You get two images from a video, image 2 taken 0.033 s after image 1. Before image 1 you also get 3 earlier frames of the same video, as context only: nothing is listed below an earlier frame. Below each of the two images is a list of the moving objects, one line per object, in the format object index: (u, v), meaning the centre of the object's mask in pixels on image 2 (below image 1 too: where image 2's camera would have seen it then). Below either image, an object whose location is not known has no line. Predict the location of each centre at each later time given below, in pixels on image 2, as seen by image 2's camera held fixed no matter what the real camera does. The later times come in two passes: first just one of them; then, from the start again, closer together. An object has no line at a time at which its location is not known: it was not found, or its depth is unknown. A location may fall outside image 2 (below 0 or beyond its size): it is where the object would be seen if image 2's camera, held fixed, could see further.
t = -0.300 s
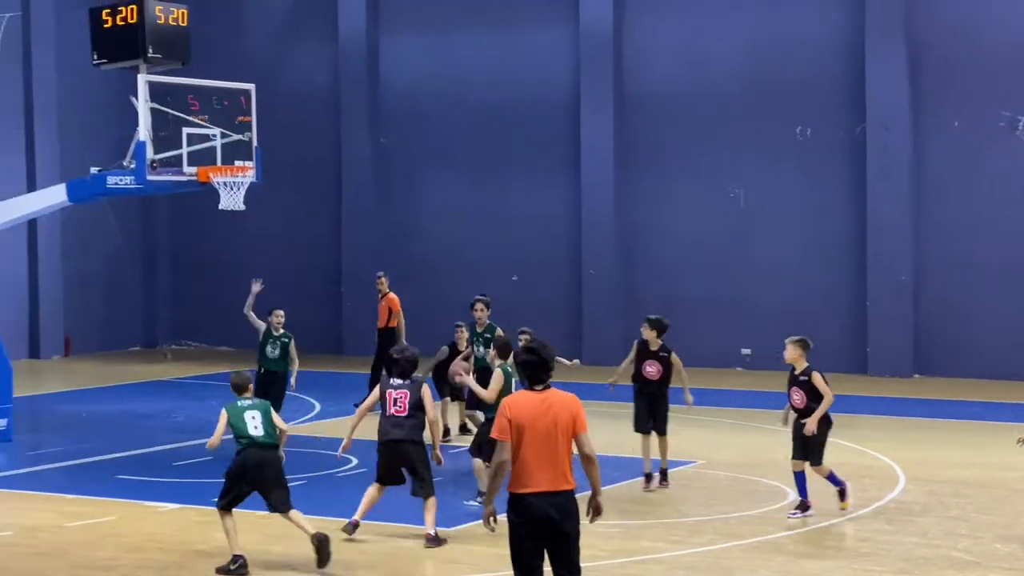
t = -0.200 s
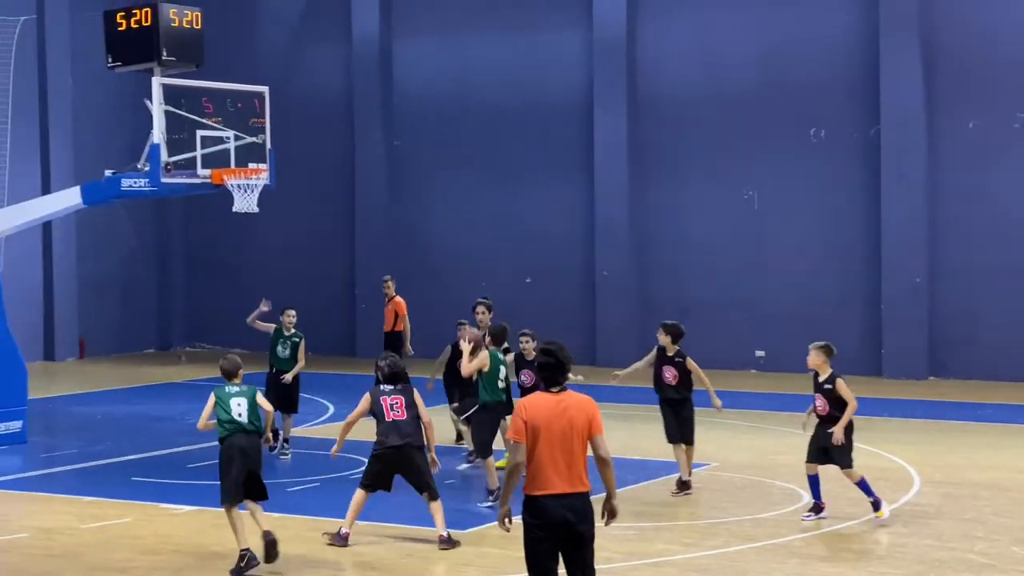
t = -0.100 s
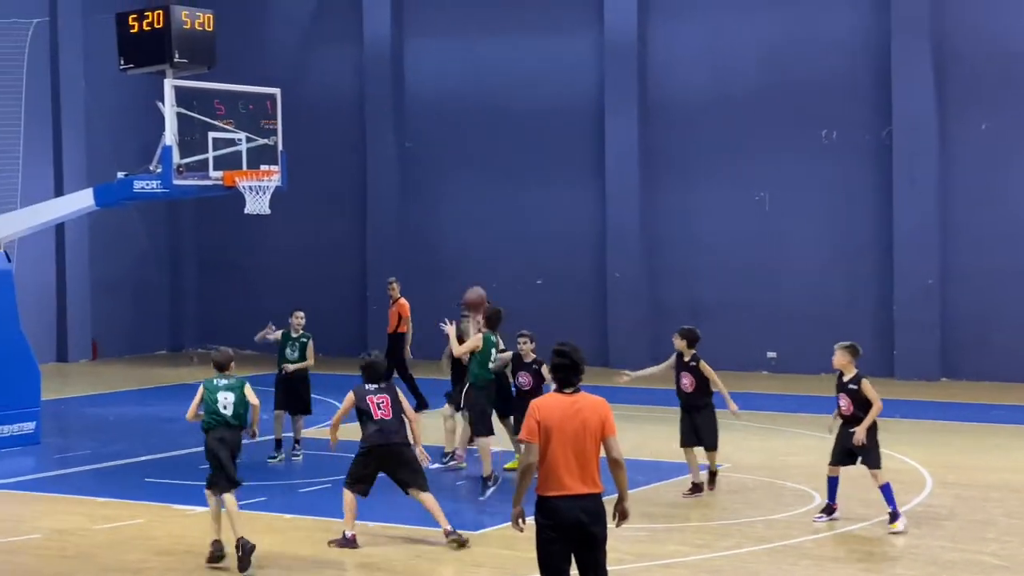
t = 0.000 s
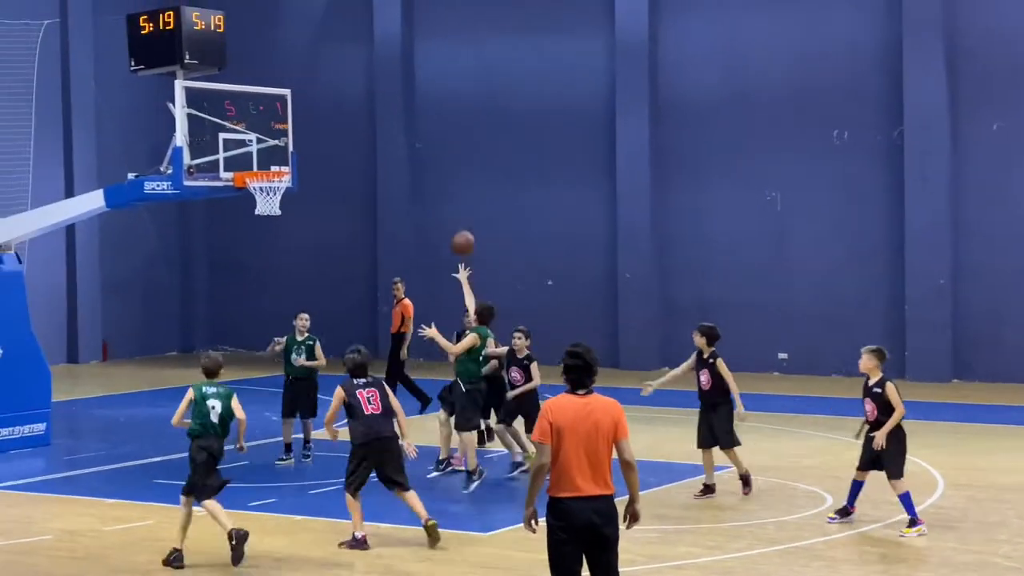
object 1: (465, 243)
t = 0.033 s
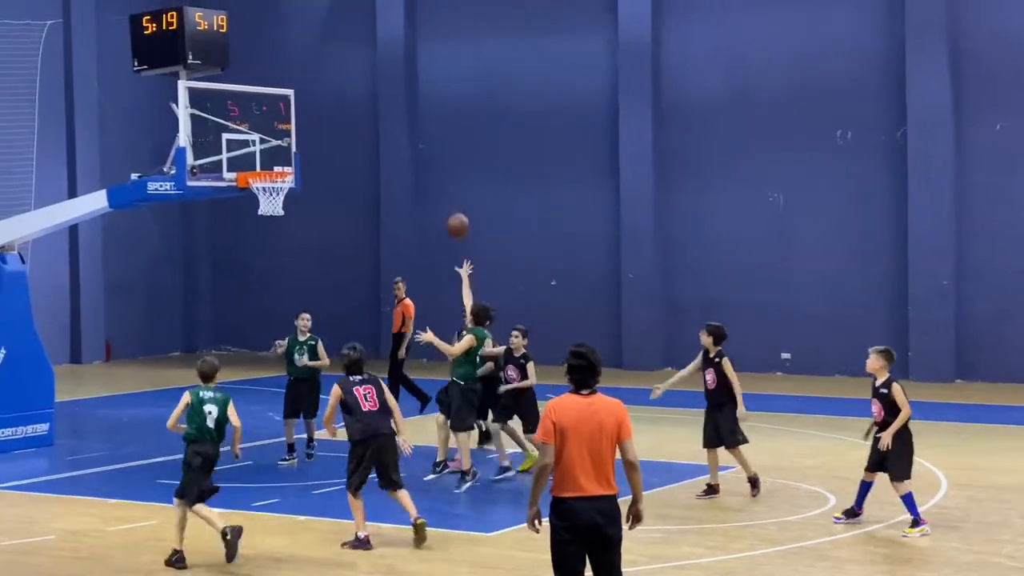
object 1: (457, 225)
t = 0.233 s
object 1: (410, 145)
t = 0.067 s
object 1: (449, 208)
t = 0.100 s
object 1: (441, 193)
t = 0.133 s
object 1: (433, 179)
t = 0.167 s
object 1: (425, 167)
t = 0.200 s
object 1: (417, 155)
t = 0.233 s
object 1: (410, 145)
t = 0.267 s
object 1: (402, 137)
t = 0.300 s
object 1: (394, 129)
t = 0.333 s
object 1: (387, 123)
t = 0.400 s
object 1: (373, 115)
